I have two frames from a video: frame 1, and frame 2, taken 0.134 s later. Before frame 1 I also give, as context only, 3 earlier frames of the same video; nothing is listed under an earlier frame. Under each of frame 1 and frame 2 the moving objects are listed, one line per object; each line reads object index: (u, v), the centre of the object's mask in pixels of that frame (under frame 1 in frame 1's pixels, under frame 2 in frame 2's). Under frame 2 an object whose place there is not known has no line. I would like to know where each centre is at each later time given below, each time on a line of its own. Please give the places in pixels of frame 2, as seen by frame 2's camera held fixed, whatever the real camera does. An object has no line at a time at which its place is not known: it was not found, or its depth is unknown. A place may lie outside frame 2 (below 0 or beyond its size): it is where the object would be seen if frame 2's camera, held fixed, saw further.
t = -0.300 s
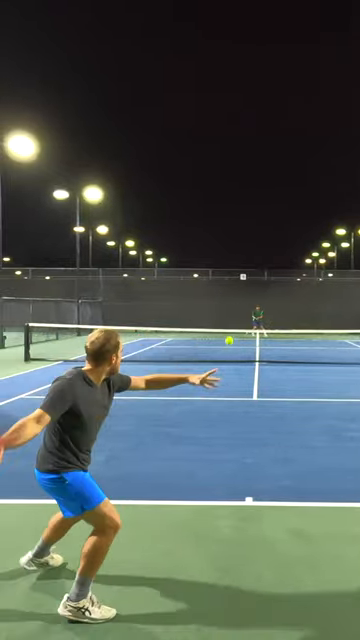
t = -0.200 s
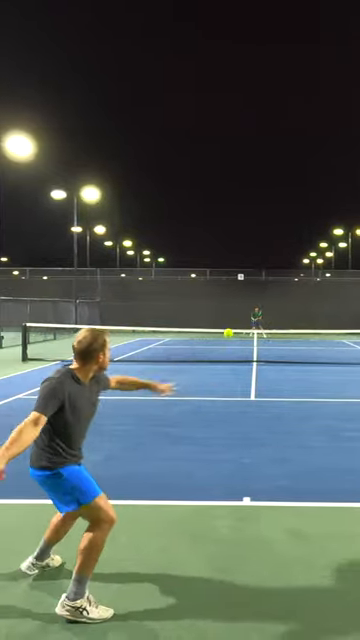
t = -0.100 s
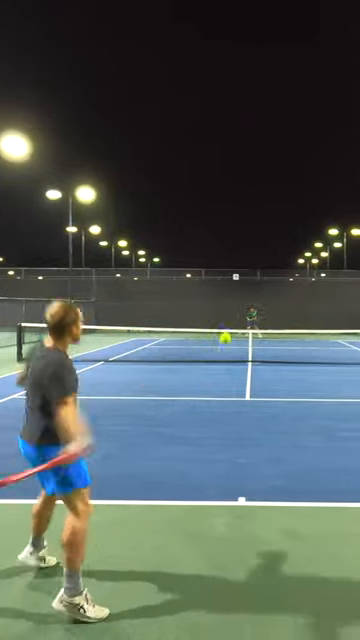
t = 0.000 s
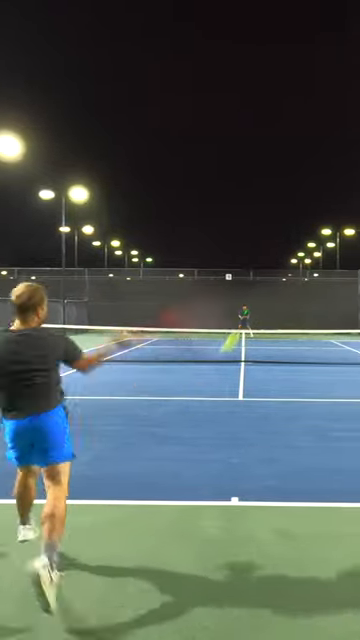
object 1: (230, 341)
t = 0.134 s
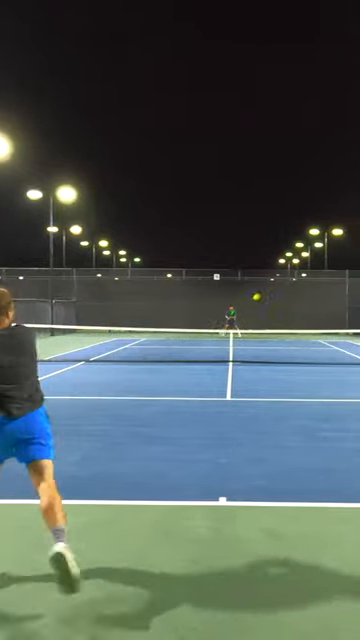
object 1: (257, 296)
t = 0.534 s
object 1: (281, 317)
